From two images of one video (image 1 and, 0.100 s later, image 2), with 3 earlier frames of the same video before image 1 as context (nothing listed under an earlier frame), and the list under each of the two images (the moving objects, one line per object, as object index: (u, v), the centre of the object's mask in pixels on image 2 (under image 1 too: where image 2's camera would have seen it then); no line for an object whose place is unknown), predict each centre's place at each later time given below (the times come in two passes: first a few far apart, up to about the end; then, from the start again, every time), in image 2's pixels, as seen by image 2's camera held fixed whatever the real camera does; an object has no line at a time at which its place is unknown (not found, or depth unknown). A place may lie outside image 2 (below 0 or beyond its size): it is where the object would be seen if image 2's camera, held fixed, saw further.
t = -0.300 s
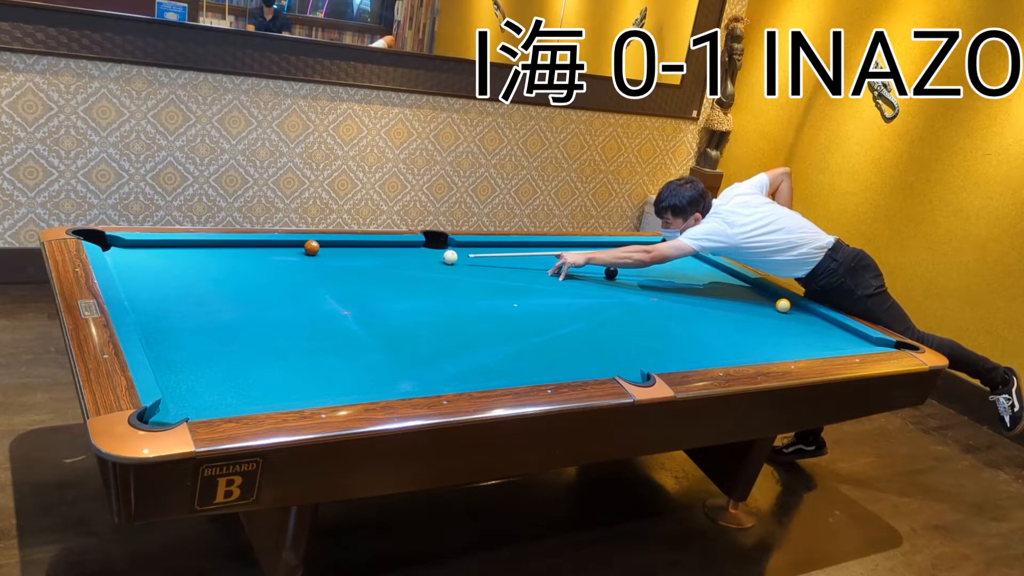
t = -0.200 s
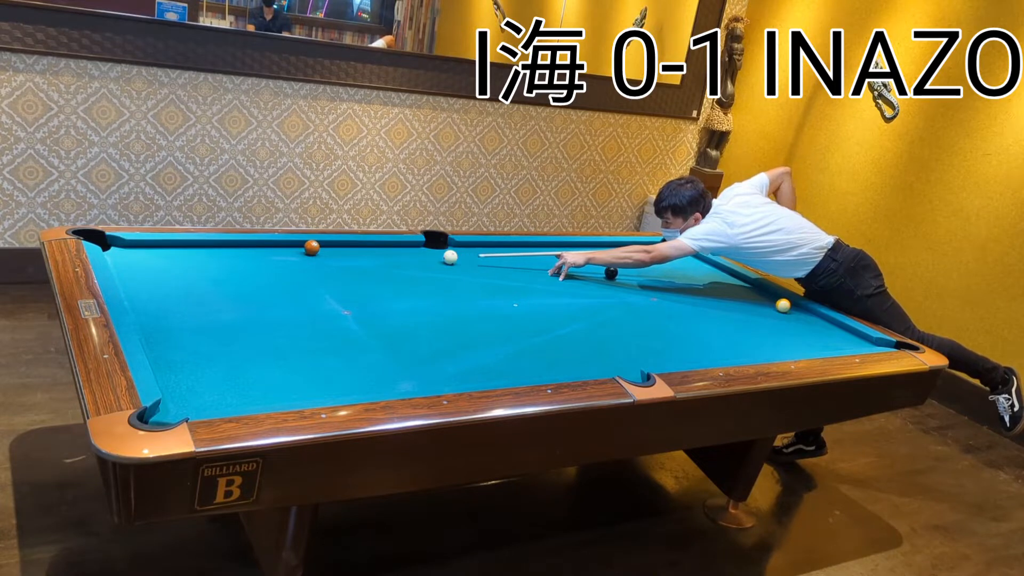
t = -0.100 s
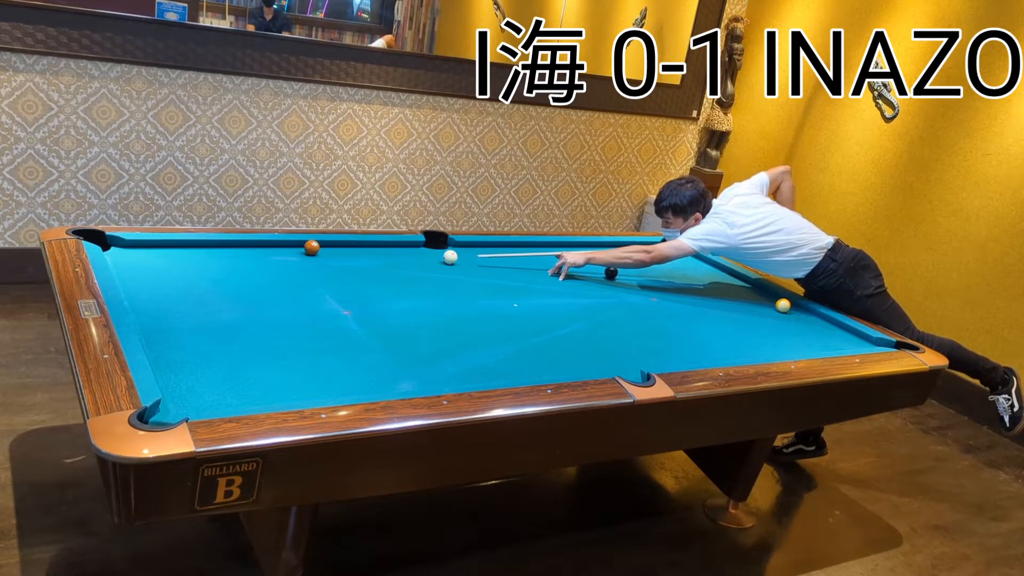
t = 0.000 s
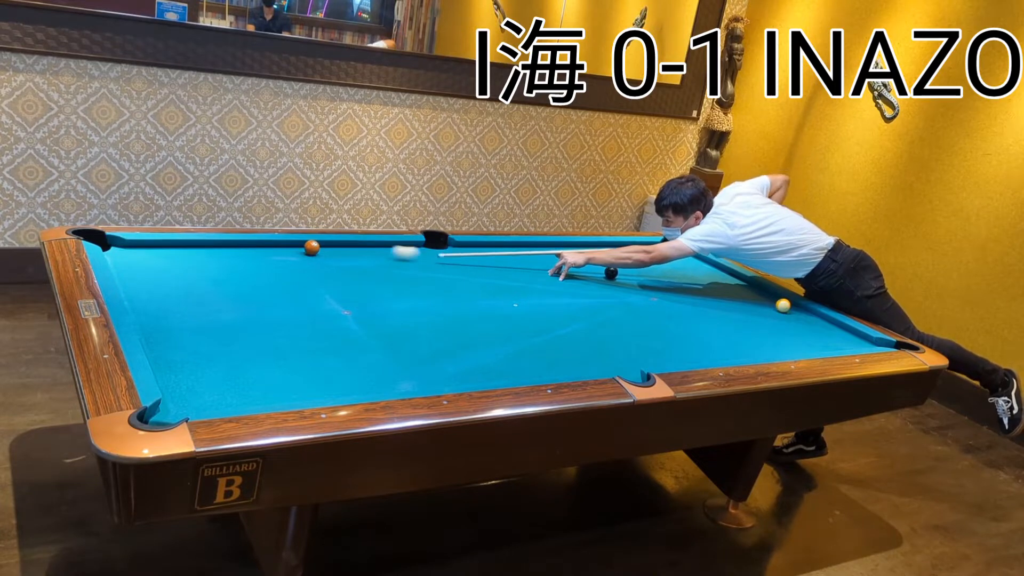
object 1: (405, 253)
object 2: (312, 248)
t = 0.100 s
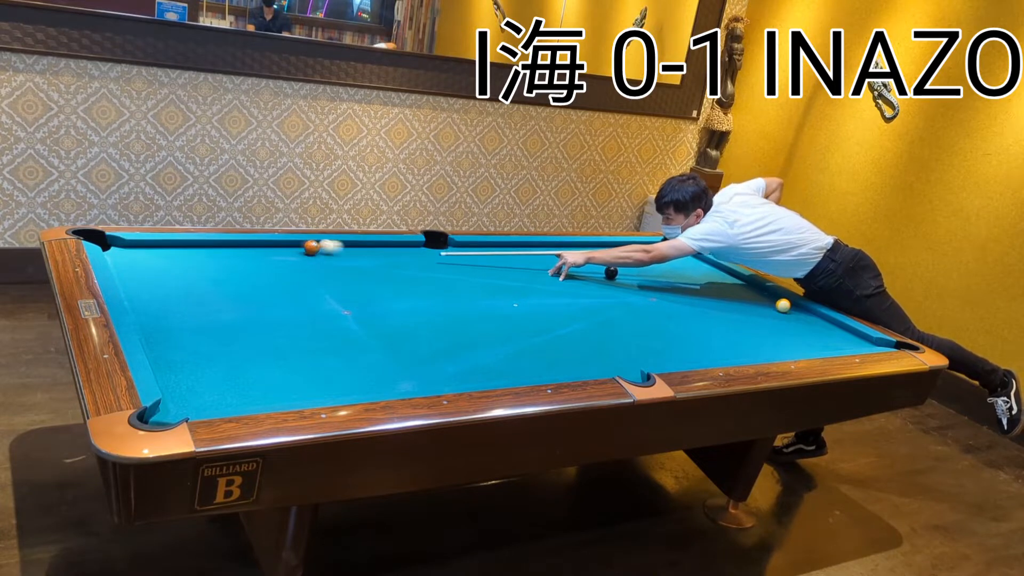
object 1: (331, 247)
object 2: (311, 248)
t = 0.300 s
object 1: (302, 250)
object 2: (189, 248)
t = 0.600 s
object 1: (252, 262)
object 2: (164, 251)
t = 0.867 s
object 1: (203, 273)
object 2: (237, 250)
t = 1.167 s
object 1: (141, 288)
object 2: (311, 249)
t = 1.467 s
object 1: (163, 302)
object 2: (377, 248)
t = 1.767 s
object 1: (209, 315)
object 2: (434, 248)
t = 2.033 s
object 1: (249, 327)
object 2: (481, 248)
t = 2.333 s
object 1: (292, 340)
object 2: (528, 247)
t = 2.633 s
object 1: (335, 352)
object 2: (571, 247)
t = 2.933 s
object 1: (376, 364)
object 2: (610, 247)
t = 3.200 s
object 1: (410, 375)
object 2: (642, 247)
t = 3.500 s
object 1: (448, 381)
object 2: (676, 246)
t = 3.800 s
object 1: (458, 376)
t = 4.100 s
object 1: (465, 371)
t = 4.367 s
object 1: (471, 365)
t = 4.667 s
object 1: (477, 360)
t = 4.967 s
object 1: (482, 356)
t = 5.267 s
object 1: (486, 352)
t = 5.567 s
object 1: (490, 349)
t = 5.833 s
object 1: (492, 348)
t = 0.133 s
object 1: (322, 245)
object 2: (293, 247)
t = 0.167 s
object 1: (319, 245)
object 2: (271, 247)
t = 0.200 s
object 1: (316, 246)
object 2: (250, 248)
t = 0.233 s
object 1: (312, 247)
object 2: (229, 248)
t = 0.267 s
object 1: (307, 249)
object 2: (209, 248)
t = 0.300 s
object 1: (302, 250)
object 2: (189, 248)
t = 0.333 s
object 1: (297, 251)
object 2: (169, 249)
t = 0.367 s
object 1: (291, 252)
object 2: (150, 250)
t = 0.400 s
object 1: (286, 254)
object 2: (131, 250)
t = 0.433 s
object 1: (280, 255)
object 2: (113, 251)
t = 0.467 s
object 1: (275, 256)
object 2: (119, 251)
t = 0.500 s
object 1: (269, 258)
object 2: (132, 251)
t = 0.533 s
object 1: (263, 259)
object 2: (144, 250)
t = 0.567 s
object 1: (258, 260)
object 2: (154, 251)
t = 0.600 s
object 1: (252, 262)
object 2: (164, 251)
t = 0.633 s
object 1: (246, 263)
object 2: (174, 251)
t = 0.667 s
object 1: (240, 264)
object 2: (183, 251)
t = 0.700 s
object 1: (234, 266)
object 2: (193, 250)
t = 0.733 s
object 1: (228, 267)
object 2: (202, 250)
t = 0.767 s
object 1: (222, 269)
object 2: (211, 250)
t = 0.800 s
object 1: (215, 270)
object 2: (220, 250)
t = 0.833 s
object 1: (209, 272)
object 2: (229, 250)
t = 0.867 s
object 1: (203, 273)
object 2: (237, 250)
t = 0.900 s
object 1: (196, 275)
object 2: (246, 250)
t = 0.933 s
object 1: (190, 276)
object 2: (255, 250)
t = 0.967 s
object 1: (183, 278)
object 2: (263, 250)
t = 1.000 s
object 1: (176, 279)
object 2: (271, 250)
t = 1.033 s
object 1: (169, 281)
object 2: (280, 250)
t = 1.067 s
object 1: (163, 282)
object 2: (288, 249)
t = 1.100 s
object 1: (155, 284)
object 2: (296, 249)
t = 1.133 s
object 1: (148, 286)
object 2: (304, 250)
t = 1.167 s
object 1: (141, 288)
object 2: (311, 249)
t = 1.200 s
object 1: (134, 289)
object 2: (319, 249)
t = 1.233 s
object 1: (128, 291)
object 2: (326, 249)
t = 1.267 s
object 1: (132, 293)
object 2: (334, 249)
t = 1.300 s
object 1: (138, 294)
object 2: (341, 249)
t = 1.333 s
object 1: (142, 296)
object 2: (348, 249)
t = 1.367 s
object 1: (148, 297)
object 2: (355, 249)
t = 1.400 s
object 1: (153, 298)
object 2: (363, 249)
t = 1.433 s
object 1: (158, 300)
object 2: (370, 249)
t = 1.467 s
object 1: (163, 302)
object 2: (377, 248)
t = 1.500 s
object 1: (168, 303)
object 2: (383, 248)
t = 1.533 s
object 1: (173, 305)
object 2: (390, 249)
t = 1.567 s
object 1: (179, 306)
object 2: (397, 249)
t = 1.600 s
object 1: (184, 308)
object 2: (403, 249)
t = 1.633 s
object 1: (189, 309)
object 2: (410, 248)
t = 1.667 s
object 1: (194, 311)
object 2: (416, 249)
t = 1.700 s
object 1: (199, 312)
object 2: (422, 248)
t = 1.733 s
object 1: (204, 314)
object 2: (429, 248)
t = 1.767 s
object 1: (209, 315)
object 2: (434, 248)
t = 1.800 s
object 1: (214, 316)
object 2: (440, 248)
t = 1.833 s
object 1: (219, 318)
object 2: (447, 248)
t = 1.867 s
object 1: (224, 320)
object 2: (452, 248)
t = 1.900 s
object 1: (229, 321)
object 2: (458, 248)
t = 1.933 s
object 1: (234, 323)
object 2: (464, 248)
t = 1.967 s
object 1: (239, 324)
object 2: (470, 248)
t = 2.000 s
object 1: (244, 325)
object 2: (475, 248)
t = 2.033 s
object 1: (249, 327)
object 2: (481, 248)
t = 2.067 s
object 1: (254, 328)
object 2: (486, 248)
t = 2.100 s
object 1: (258, 330)
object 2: (492, 248)
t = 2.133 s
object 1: (263, 331)
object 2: (497, 248)
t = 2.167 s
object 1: (268, 333)
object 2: (502, 248)
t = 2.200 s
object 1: (273, 334)
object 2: (508, 248)
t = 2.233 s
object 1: (278, 335)
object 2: (513, 247)
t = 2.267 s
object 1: (283, 337)
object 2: (518, 248)
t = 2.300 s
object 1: (288, 338)
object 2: (523, 248)
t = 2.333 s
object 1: (292, 340)
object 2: (528, 247)
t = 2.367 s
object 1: (297, 341)
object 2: (533, 247)
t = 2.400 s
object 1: (302, 342)
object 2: (538, 247)
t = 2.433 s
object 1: (307, 344)
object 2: (543, 247)
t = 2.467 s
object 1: (311, 345)
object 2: (547, 247)
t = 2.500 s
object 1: (316, 347)
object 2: (552, 247)
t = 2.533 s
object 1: (321, 348)
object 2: (557, 247)
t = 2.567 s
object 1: (325, 349)
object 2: (562, 247)
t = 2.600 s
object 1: (330, 351)
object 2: (566, 247)
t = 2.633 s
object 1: (335, 352)
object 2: (571, 247)
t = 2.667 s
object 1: (339, 353)
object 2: (575, 247)
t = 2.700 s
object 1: (344, 355)
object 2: (579, 247)
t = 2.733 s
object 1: (349, 356)
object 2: (584, 247)
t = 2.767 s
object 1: (353, 357)
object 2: (589, 247)
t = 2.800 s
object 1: (358, 359)
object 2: (593, 247)
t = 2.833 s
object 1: (362, 360)
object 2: (597, 247)
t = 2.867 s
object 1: (367, 362)
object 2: (601, 247)
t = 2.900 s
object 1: (371, 363)
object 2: (606, 247)
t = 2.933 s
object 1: (376, 364)
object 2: (610, 247)
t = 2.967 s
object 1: (380, 366)
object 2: (614, 247)
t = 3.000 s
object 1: (384, 367)
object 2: (618, 247)
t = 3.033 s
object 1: (389, 368)
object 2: (622, 247)
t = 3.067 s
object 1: (393, 369)
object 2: (626, 247)
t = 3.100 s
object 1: (397, 371)
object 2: (630, 247)
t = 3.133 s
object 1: (402, 372)
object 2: (634, 247)
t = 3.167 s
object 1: (406, 373)
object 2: (638, 247)
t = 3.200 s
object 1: (410, 375)
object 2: (642, 247)
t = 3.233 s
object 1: (414, 376)
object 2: (646, 247)
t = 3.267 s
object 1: (419, 377)
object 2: (650, 247)
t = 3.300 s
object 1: (423, 378)
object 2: (654, 246)
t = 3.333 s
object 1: (427, 379)
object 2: (657, 246)
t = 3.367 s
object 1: (431, 379)
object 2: (661, 246)
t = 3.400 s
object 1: (436, 379)
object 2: (665, 246)
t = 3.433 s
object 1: (440, 380)
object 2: (668, 246)
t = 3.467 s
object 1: (444, 381)
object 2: (672, 246)
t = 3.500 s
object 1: (448, 381)
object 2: (676, 246)
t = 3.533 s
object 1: (449, 381)
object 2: (679, 246)
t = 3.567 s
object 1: (451, 380)
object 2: (679, 245)
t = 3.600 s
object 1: (452, 380)
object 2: (677, 245)
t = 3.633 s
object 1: (453, 379)
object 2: (675, 244)
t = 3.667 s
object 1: (454, 378)
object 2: (673, 244)
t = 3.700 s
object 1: (455, 378)
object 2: (672, 245)
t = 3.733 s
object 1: (456, 377)
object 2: (669, 246)
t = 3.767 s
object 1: (457, 377)
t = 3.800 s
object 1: (458, 376)
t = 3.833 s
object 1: (459, 376)
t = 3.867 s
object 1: (459, 375)
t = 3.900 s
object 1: (460, 375)
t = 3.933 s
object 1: (461, 374)
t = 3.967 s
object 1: (462, 373)
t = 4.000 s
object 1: (463, 373)
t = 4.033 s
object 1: (464, 372)
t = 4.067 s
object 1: (465, 371)
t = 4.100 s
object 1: (465, 371)
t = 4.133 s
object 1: (466, 370)
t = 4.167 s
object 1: (467, 369)
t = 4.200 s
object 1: (468, 368)
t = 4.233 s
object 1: (469, 368)
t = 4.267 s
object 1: (469, 367)
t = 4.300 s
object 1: (470, 367)
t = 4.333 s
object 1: (471, 366)
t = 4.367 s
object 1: (471, 365)
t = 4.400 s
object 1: (472, 365)
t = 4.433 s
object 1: (473, 364)
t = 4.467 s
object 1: (473, 363)
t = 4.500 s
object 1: (474, 363)
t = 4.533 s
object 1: (475, 362)
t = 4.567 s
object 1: (475, 362)
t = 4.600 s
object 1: (476, 361)
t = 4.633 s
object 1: (476, 361)
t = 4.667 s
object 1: (477, 360)
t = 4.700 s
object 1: (478, 360)
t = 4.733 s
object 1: (478, 359)
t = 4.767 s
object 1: (479, 359)
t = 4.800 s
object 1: (479, 358)
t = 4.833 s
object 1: (480, 358)
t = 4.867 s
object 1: (480, 357)
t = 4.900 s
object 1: (481, 357)
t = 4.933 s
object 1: (482, 356)
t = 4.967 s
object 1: (482, 356)
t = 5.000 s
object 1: (483, 355)
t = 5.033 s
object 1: (483, 355)
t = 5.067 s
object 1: (484, 355)
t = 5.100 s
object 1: (484, 354)
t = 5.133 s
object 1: (485, 354)
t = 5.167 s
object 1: (485, 353)
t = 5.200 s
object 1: (486, 353)
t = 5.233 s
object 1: (486, 353)
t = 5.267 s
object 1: (486, 352)
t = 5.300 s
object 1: (487, 352)
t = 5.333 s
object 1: (487, 352)
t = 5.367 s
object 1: (488, 351)
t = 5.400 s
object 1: (488, 351)
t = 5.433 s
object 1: (488, 351)
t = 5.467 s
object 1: (489, 350)
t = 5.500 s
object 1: (489, 350)
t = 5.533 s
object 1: (490, 350)
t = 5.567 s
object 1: (490, 349)
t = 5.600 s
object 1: (490, 349)
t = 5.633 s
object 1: (491, 349)
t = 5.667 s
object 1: (491, 348)
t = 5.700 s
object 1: (491, 349)
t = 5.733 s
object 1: (492, 348)
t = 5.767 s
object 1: (492, 348)
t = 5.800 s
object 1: (492, 348)
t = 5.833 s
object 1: (492, 348)
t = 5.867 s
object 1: (492, 347)
